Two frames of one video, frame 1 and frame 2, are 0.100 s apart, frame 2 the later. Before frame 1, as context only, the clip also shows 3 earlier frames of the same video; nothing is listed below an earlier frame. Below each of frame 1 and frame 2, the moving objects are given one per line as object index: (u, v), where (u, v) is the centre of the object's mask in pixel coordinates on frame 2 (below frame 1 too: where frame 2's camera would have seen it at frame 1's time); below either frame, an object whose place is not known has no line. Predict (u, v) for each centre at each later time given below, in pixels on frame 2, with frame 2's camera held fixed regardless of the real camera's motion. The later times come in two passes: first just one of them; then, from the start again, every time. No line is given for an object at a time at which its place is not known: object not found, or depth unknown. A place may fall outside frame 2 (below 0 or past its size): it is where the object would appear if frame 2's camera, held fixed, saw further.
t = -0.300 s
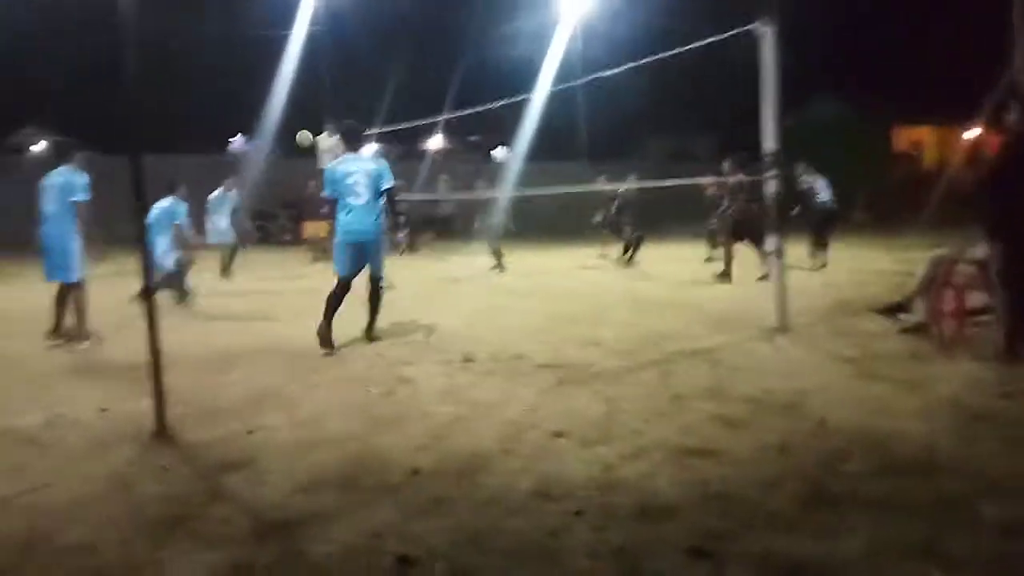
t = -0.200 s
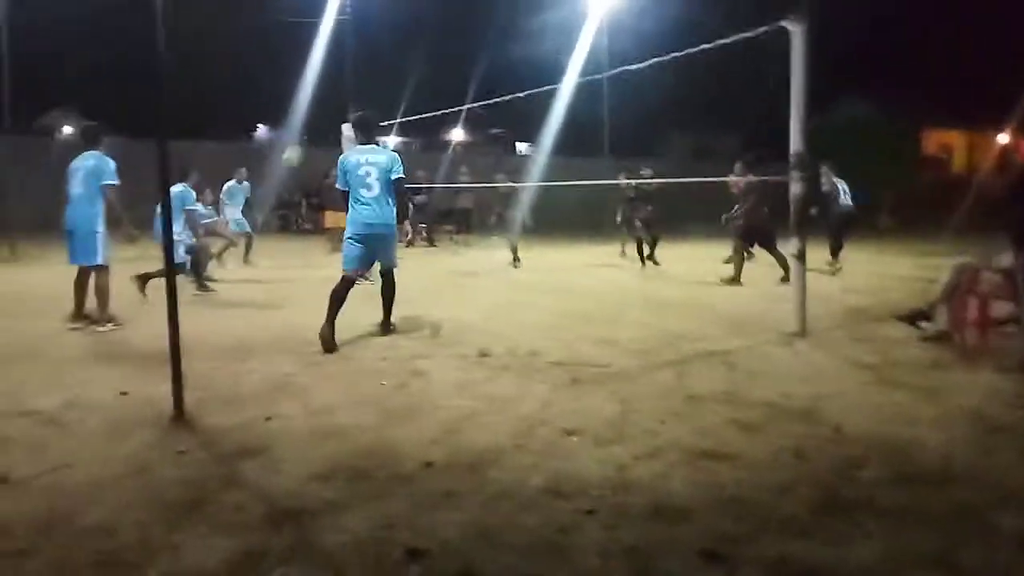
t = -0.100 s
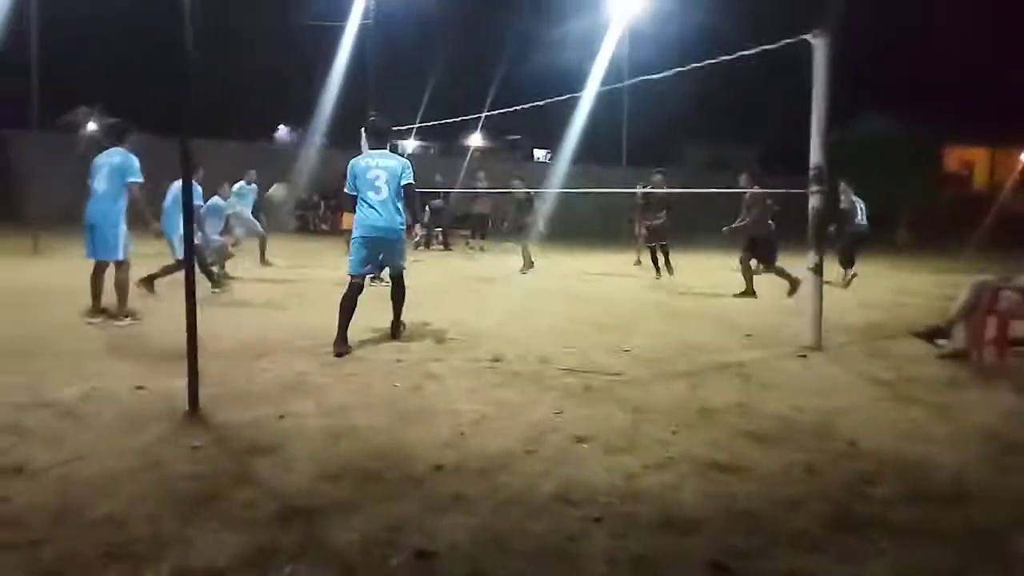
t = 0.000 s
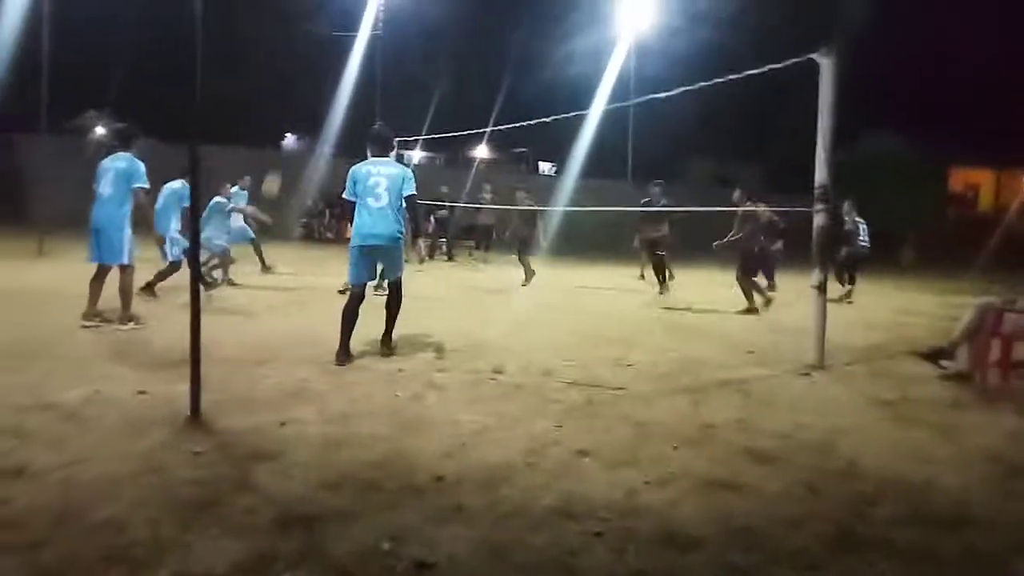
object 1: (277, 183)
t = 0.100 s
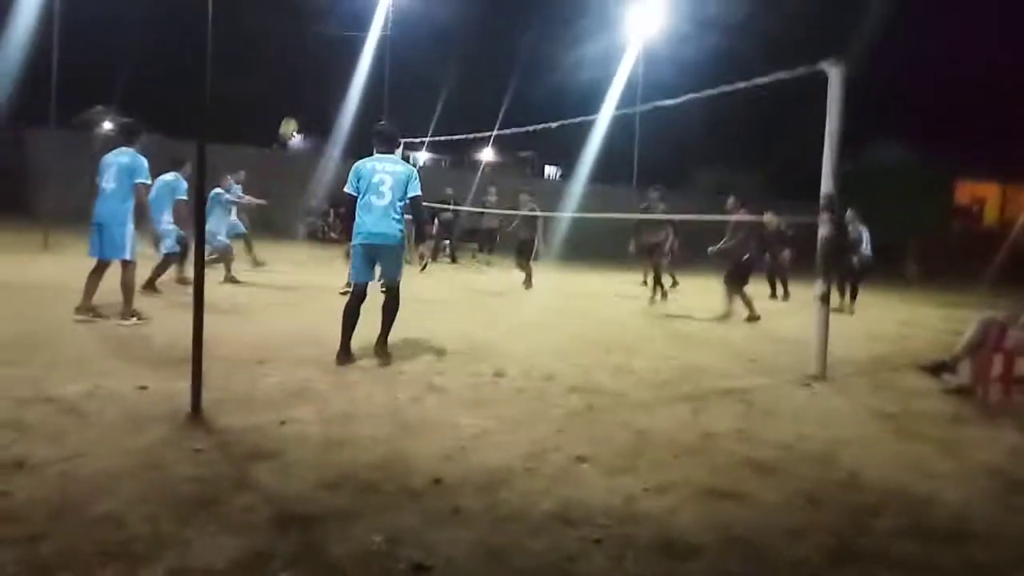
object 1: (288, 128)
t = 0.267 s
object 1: (311, 52)
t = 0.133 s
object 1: (293, 112)
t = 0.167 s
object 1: (297, 96)
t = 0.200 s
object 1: (302, 81)
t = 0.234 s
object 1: (306, 66)
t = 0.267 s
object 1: (311, 52)
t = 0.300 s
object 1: (314, 40)
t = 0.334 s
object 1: (318, 29)
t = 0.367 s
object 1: (323, 16)
